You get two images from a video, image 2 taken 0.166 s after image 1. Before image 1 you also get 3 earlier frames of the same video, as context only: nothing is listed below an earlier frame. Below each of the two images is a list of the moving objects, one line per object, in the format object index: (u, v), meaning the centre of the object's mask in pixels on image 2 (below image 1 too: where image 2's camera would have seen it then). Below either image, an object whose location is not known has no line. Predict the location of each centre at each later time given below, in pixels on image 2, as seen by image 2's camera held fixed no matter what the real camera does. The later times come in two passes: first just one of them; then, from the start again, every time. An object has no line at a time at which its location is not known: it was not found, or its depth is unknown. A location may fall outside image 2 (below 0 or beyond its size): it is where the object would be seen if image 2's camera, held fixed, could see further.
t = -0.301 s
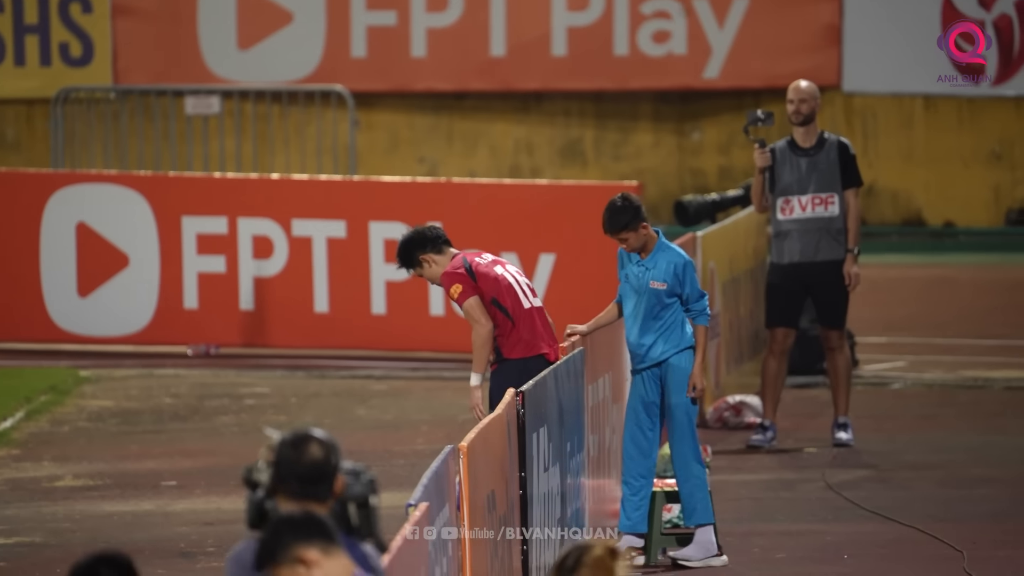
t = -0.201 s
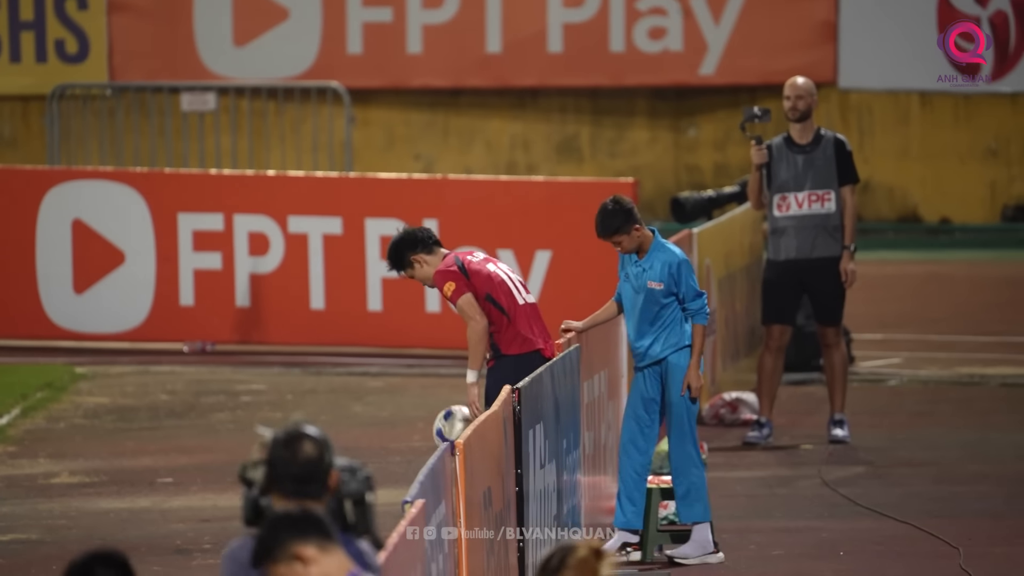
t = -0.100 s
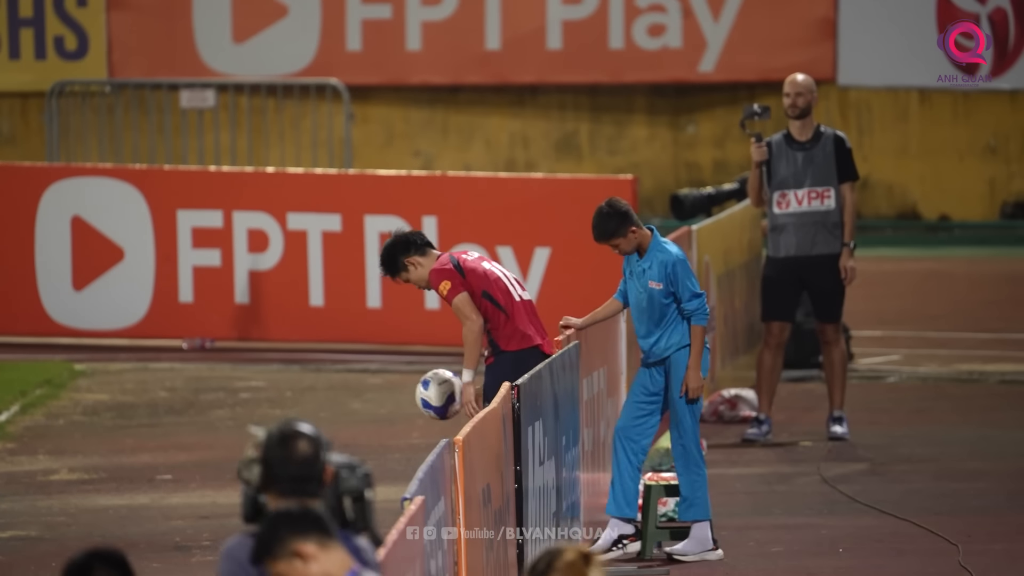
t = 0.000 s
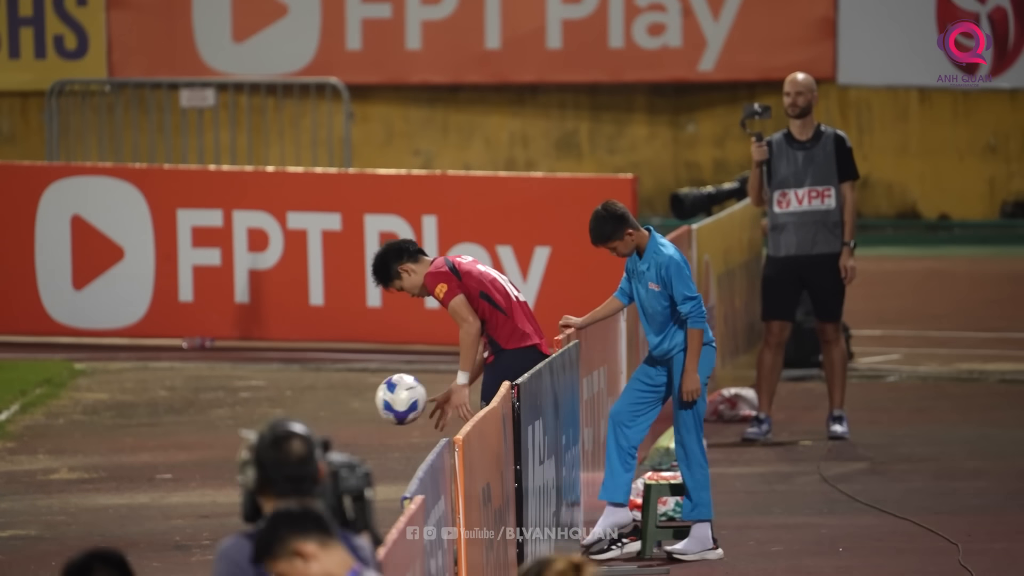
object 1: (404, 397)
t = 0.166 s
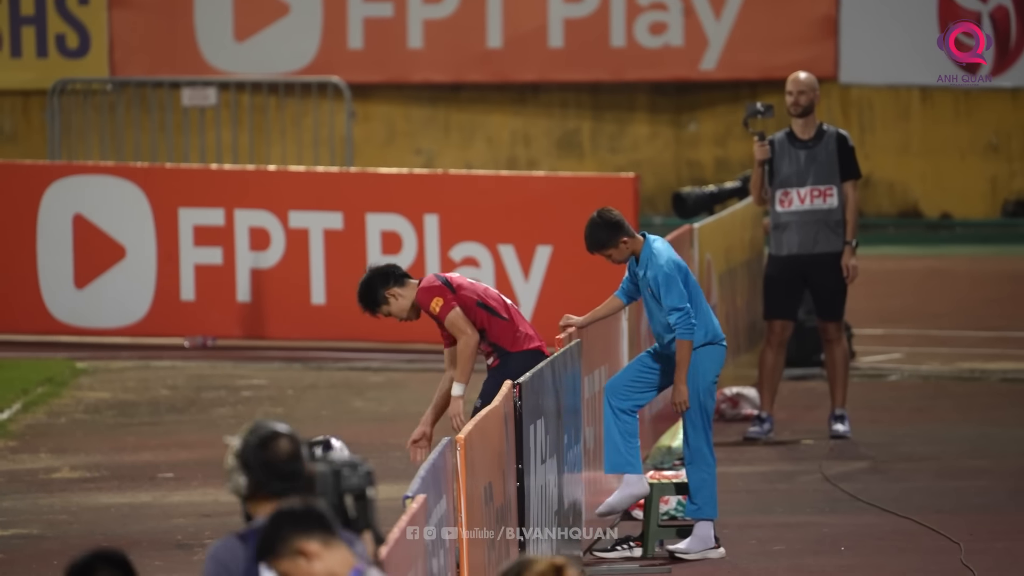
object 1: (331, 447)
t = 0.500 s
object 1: (202, 455)
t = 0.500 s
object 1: (202, 455)
